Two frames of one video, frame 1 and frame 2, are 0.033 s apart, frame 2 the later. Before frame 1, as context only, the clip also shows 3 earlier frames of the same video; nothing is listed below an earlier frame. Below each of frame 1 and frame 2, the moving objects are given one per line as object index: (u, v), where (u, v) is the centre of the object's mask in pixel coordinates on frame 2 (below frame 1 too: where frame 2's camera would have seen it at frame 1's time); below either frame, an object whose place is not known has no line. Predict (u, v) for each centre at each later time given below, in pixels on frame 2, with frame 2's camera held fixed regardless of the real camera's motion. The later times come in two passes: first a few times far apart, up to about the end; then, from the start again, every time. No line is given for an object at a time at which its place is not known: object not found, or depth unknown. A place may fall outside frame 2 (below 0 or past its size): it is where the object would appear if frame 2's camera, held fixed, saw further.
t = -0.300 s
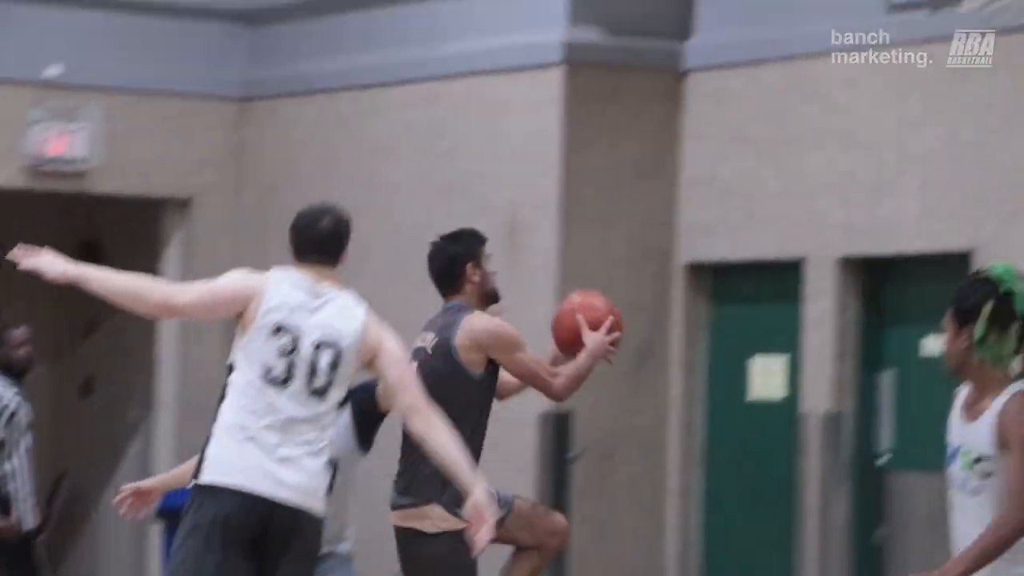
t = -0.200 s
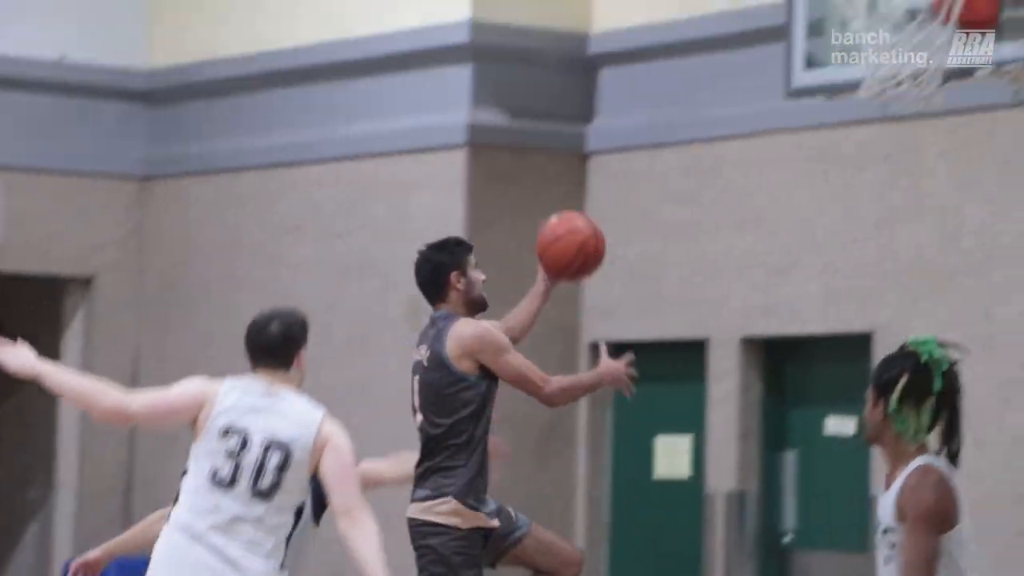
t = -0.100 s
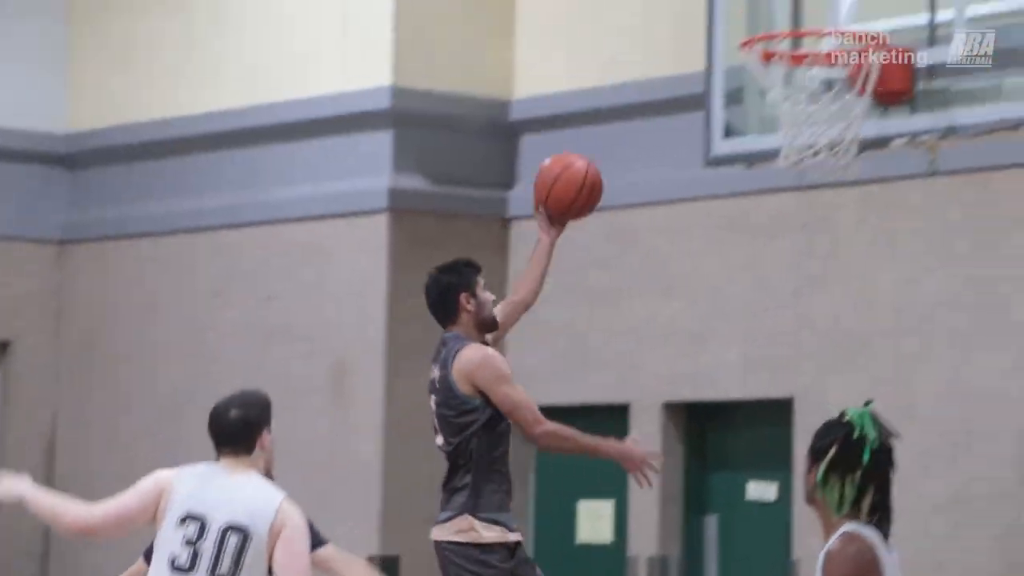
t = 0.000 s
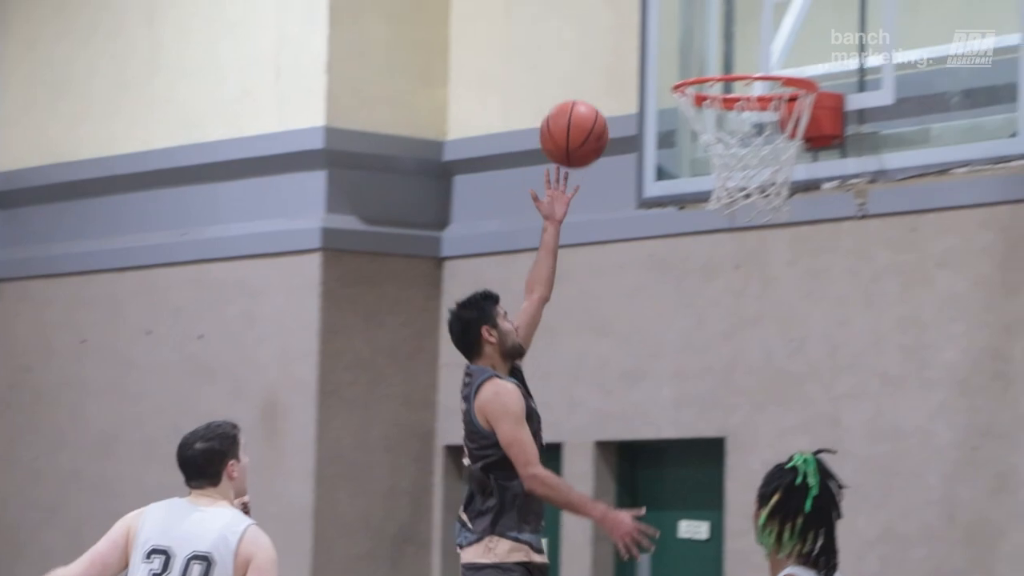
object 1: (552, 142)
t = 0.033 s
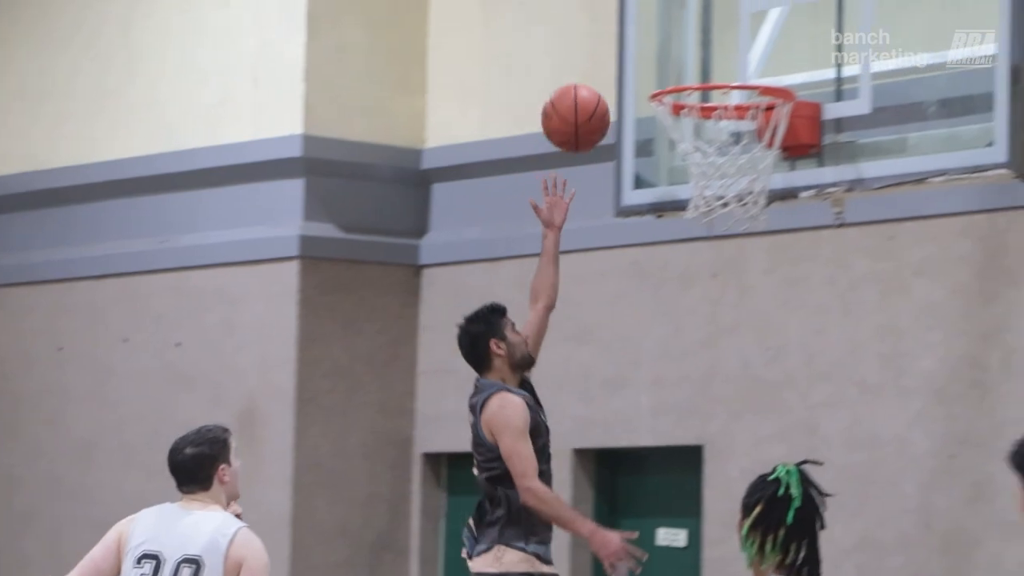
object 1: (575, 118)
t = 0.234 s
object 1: (712, 36)
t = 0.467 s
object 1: (700, 55)
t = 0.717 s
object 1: (735, 156)
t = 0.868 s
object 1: (731, 223)
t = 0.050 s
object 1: (587, 107)
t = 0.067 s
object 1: (598, 96)
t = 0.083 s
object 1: (610, 87)
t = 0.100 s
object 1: (621, 78)
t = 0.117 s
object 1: (633, 70)
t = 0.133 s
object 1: (644, 63)
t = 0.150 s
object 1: (656, 56)
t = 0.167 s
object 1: (667, 51)
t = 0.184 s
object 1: (678, 46)
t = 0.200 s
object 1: (689, 42)
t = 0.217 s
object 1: (701, 39)
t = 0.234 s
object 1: (712, 36)
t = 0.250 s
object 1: (719, 34)
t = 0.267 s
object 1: (718, 31)
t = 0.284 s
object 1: (716, 29)
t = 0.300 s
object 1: (714, 27)
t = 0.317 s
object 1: (713, 26)
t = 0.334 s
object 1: (712, 27)
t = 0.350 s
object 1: (710, 28)
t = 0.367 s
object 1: (709, 29)
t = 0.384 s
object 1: (707, 32)
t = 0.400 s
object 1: (706, 35)
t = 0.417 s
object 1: (704, 39)
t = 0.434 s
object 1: (702, 45)
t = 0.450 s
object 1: (701, 50)
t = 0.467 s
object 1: (700, 55)
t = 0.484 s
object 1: (699, 60)
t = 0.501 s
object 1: (697, 64)
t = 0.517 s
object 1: (696, 81)
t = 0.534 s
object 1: (699, 86)
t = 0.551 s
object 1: (704, 90)
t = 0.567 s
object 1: (709, 97)
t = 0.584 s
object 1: (712, 104)
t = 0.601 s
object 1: (714, 116)
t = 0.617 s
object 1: (720, 120)
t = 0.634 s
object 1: (725, 125)
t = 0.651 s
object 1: (729, 134)
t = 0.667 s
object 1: (729, 142)
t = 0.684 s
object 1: (728, 146)
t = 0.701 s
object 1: (729, 150)
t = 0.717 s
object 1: (735, 156)
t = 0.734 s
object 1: (734, 163)
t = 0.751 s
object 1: (735, 168)
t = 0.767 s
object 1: (735, 175)
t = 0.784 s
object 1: (734, 180)
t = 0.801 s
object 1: (734, 187)
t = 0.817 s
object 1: (732, 195)
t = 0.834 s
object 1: (733, 203)
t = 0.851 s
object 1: (732, 211)
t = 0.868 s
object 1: (731, 223)
